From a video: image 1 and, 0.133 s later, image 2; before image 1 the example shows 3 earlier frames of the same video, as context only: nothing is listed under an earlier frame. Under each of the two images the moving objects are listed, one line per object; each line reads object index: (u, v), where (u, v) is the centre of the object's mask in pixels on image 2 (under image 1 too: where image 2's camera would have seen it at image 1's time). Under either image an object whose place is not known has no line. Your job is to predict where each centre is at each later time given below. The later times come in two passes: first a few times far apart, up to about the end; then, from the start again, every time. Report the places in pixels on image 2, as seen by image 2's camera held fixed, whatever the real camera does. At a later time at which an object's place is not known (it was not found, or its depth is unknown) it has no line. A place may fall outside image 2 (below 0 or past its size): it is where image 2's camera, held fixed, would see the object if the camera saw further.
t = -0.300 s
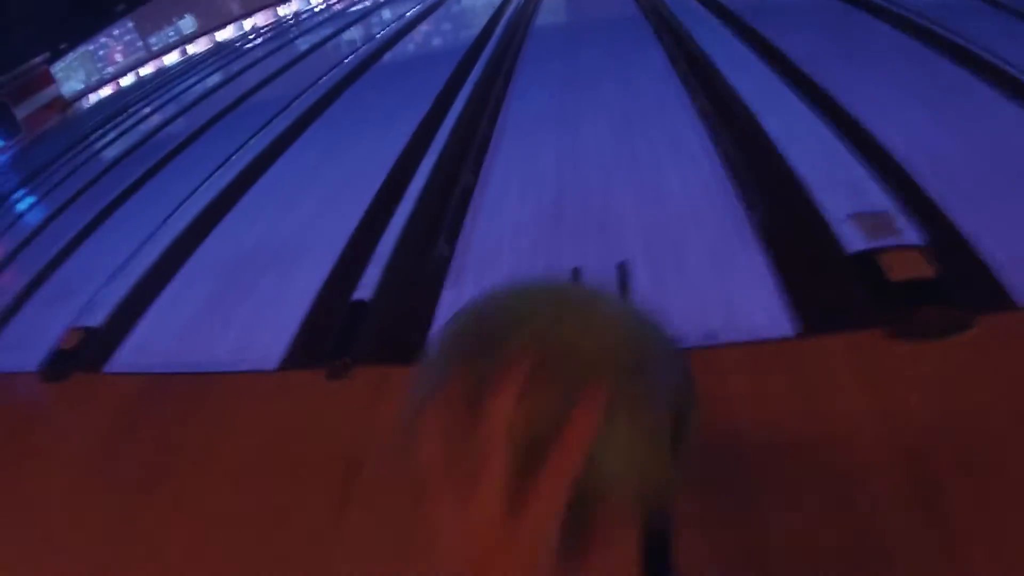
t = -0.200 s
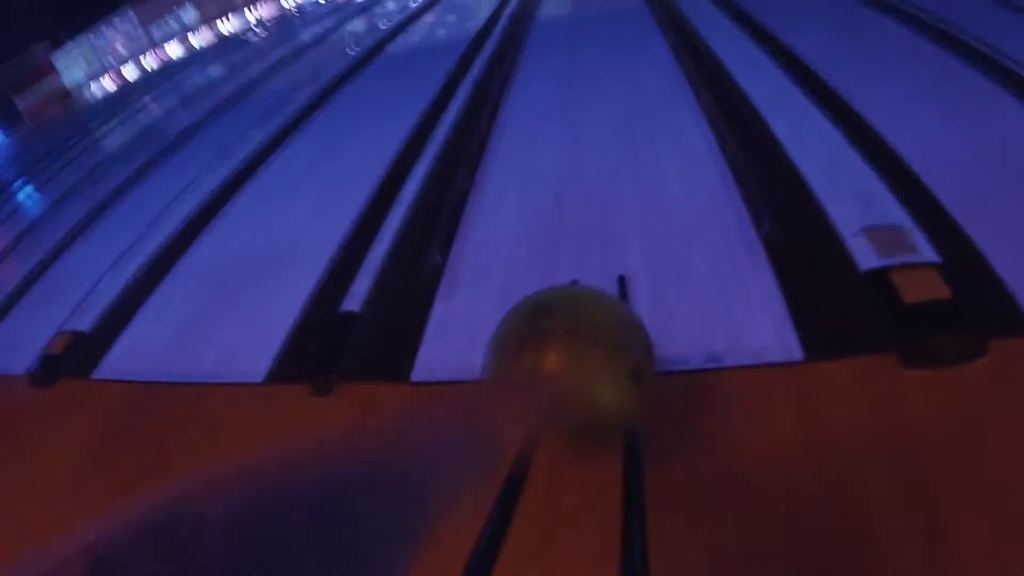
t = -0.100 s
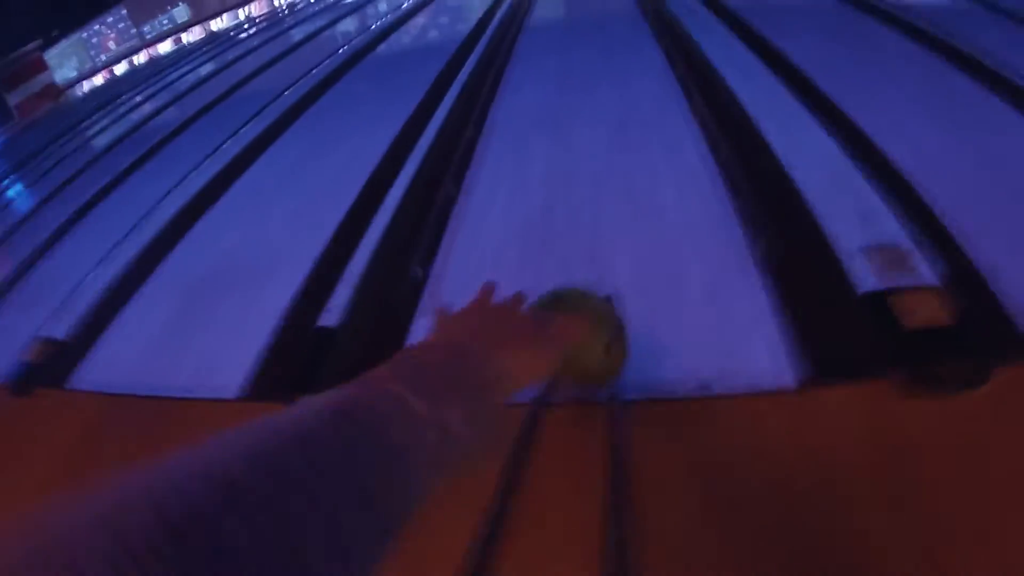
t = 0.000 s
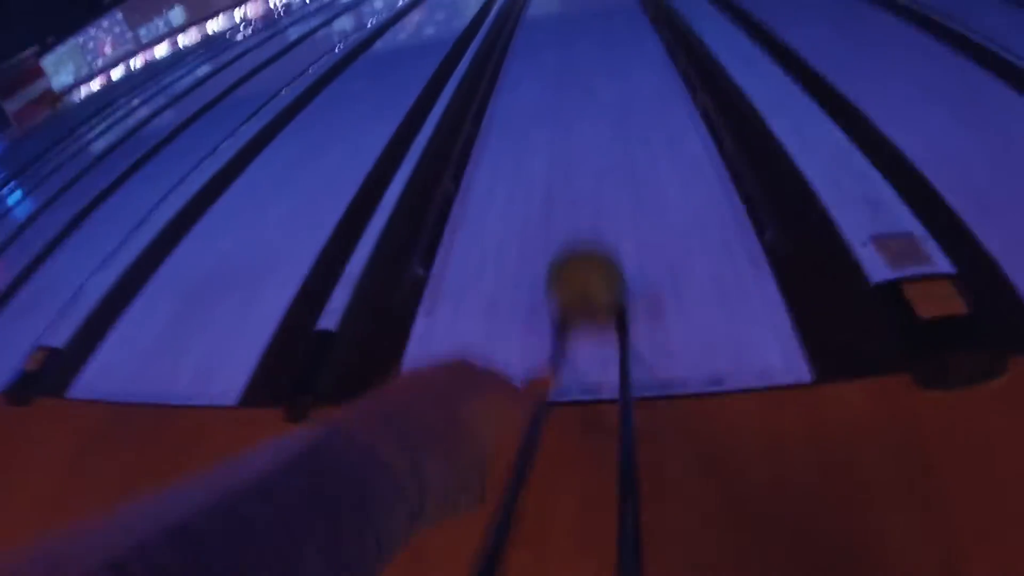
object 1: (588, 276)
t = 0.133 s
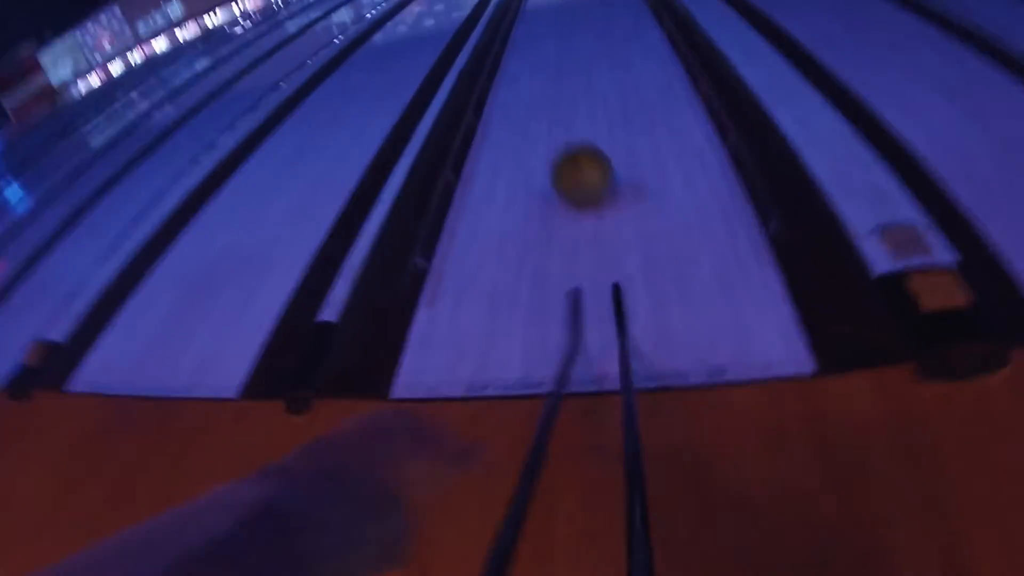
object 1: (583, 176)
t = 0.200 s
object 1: (580, 142)
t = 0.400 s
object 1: (574, 76)
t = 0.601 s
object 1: (571, 41)
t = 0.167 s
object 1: (582, 159)
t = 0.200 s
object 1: (580, 142)
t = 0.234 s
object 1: (578, 128)
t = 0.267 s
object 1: (577, 116)
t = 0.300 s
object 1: (575, 104)
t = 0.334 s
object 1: (575, 94)
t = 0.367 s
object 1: (575, 85)
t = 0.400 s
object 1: (574, 76)
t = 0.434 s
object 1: (573, 69)
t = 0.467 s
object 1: (572, 61)
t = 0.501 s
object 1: (571, 56)
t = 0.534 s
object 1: (571, 51)
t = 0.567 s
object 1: (571, 46)
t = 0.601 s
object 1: (571, 41)
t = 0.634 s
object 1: (571, 37)
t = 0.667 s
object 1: (572, 32)
